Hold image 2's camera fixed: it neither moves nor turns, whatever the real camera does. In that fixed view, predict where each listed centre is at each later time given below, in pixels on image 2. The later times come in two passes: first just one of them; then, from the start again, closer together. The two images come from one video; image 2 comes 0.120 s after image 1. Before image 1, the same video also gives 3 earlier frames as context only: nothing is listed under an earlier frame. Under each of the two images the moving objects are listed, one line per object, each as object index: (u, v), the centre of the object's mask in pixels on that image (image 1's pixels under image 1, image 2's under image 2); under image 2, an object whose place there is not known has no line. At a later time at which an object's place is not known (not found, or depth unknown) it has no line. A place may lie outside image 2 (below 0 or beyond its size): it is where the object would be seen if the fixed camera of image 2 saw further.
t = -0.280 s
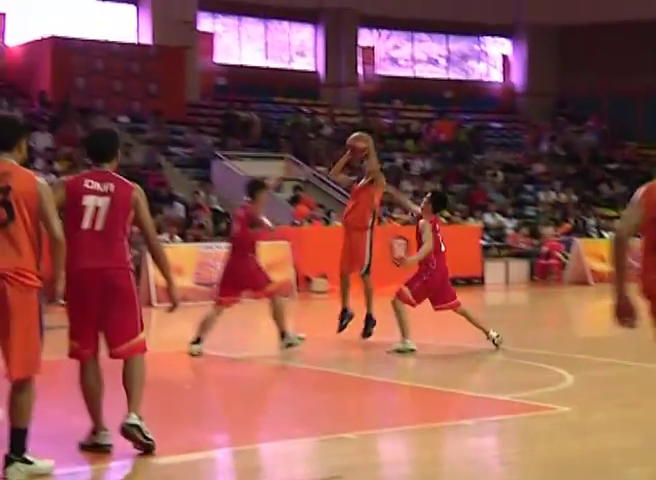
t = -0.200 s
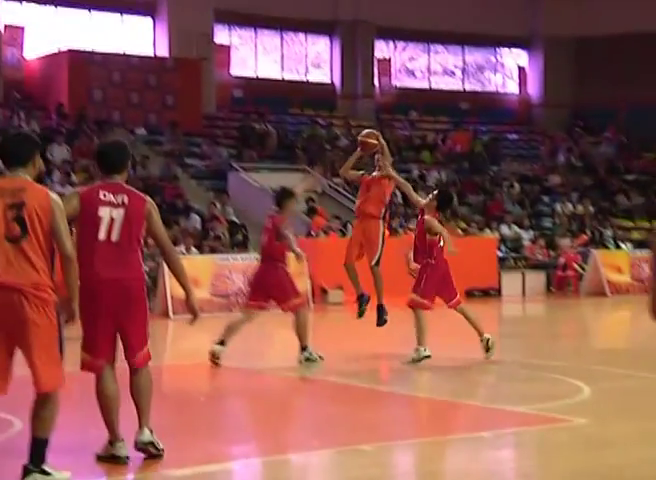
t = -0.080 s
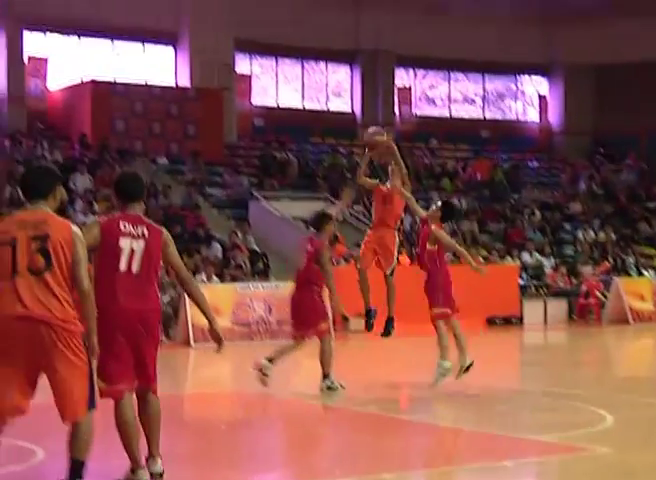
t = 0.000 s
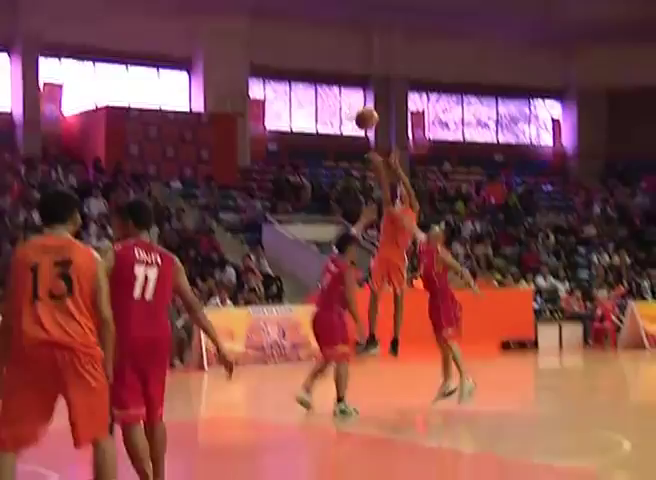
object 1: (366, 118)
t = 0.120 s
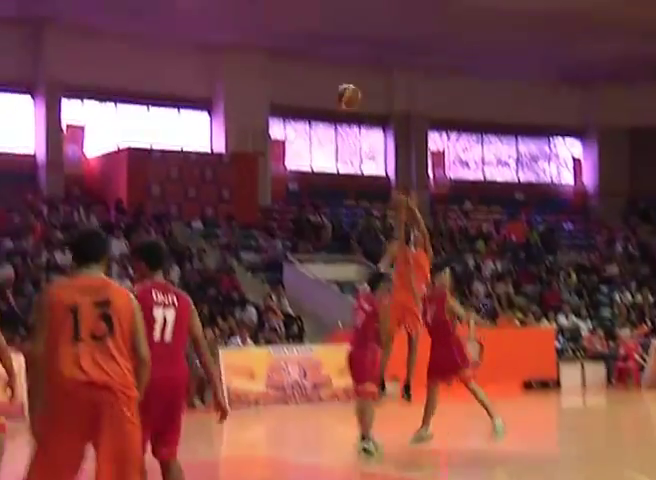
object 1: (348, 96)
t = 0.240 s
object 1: (305, 42)
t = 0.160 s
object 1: (334, 77)
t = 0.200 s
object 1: (320, 58)
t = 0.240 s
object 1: (305, 42)
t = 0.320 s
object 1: (276, 14)
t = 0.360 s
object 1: (262, 2)
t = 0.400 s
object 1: (245, -10)
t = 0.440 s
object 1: (228, -16)
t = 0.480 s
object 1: (212, -25)
